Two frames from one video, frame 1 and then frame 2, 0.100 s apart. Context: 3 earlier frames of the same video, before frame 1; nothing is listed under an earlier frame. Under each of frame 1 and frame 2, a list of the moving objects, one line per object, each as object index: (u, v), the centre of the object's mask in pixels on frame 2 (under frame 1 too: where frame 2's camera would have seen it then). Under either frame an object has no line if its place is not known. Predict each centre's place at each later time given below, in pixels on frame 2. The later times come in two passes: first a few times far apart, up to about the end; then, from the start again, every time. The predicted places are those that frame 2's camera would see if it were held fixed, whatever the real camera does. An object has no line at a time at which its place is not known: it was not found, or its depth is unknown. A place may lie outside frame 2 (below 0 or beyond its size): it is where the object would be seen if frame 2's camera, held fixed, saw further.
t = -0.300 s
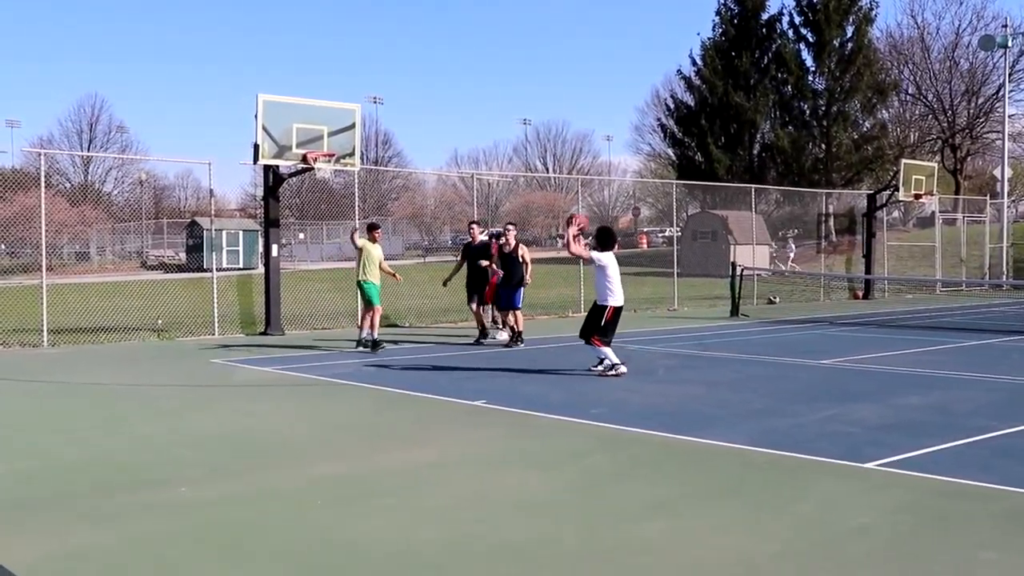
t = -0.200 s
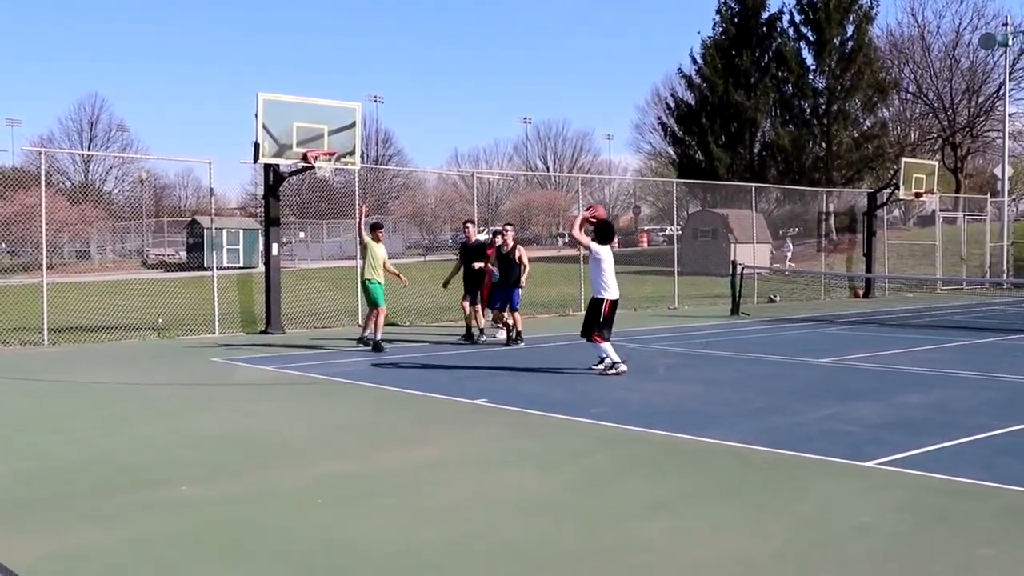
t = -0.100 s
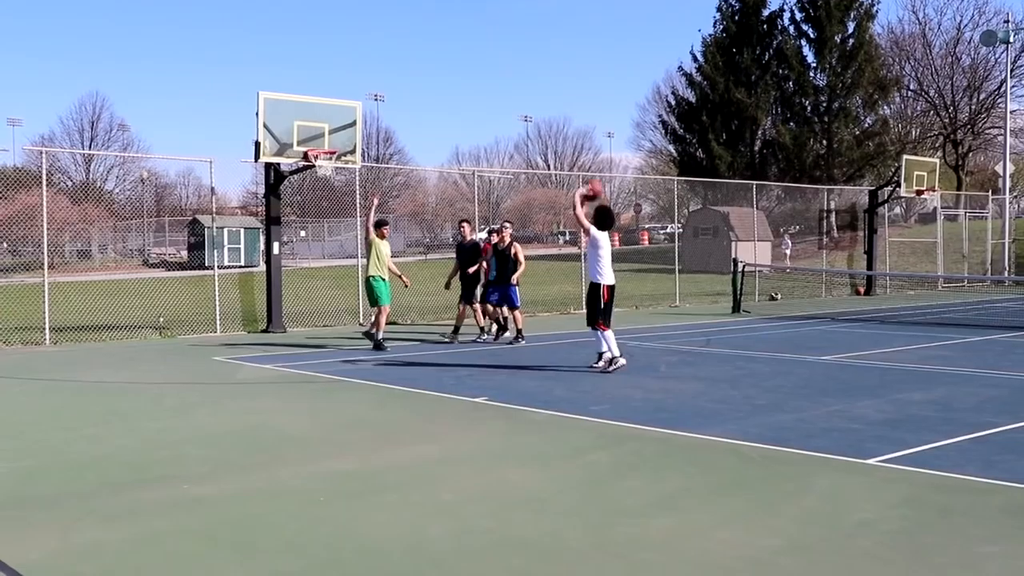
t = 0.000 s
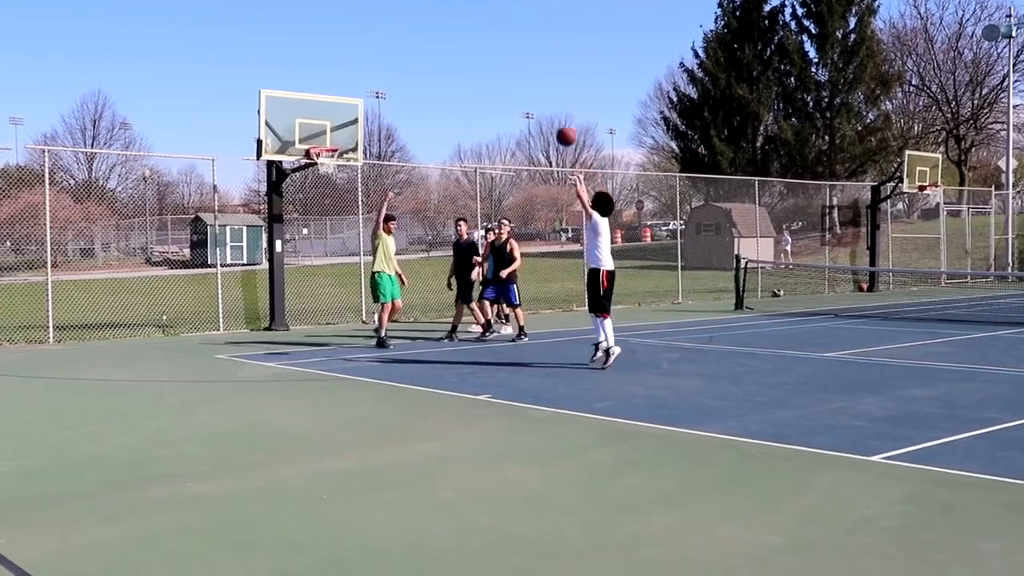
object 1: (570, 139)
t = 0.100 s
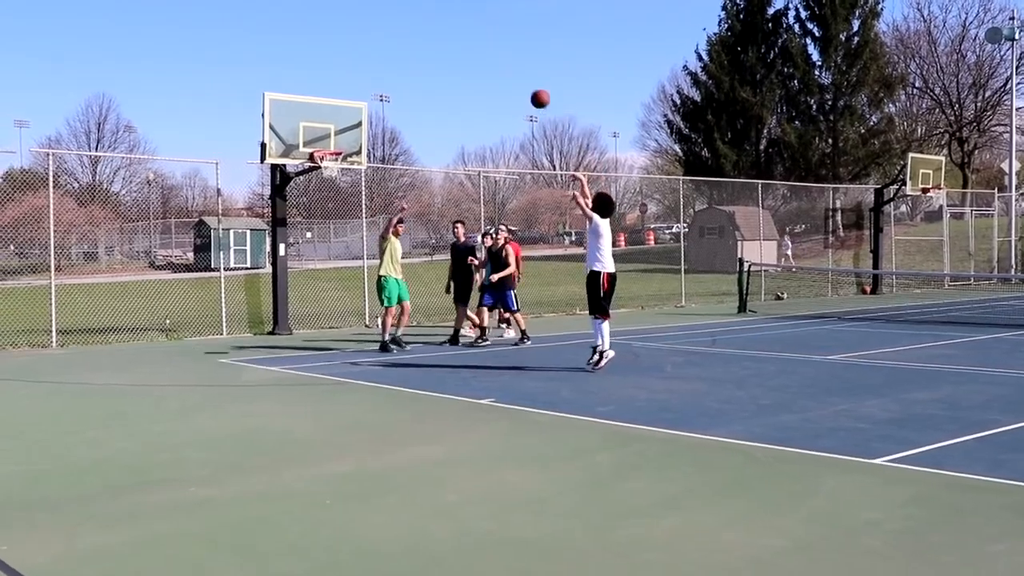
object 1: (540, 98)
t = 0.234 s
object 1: (504, 61)
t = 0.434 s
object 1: (453, 33)
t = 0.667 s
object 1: (405, 40)
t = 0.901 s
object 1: (361, 83)
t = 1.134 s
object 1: (325, 143)
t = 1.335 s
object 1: (330, 84)
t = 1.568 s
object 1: (335, 43)
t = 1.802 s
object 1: (341, 37)
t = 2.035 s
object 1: (349, 64)
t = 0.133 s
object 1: (530, 87)
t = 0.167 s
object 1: (521, 77)
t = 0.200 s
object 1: (512, 69)
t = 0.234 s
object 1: (504, 61)
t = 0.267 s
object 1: (496, 54)
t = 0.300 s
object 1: (488, 48)
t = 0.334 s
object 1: (477, 43)
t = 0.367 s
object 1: (469, 40)
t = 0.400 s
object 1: (461, 36)
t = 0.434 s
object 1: (453, 33)
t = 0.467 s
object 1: (446, 32)
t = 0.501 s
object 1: (438, 32)
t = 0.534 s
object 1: (431, 32)
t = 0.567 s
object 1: (426, 32)
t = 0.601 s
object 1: (420, 35)
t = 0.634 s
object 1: (413, 37)
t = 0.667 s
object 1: (405, 40)
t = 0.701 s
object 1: (398, 45)
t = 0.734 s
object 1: (392, 50)
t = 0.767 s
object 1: (386, 55)
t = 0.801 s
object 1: (380, 61)
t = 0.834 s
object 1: (373, 68)
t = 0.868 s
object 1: (367, 75)
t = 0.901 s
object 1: (361, 83)
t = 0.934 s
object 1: (355, 92)
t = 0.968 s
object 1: (349, 100)
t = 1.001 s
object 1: (343, 110)
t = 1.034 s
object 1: (338, 120)
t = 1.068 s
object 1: (333, 130)
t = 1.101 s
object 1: (327, 141)
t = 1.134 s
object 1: (325, 143)
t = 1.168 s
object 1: (326, 132)
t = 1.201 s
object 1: (326, 121)
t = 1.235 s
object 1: (327, 111)
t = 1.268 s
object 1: (328, 102)
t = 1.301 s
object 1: (329, 93)
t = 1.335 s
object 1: (330, 84)
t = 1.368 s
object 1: (331, 76)
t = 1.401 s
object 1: (331, 69)
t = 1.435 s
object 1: (332, 63)
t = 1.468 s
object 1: (333, 57)
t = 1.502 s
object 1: (333, 52)
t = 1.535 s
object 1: (334, 47)
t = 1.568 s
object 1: (335, 43)
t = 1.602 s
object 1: (336, 40)
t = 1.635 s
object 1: (337, 37)
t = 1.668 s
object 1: (338, 36)
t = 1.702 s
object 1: (339, 34)
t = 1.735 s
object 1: (339, 34)
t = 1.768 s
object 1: (340, 34)
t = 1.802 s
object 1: (341, 37)
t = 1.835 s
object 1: (342, 38)
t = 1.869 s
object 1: (343, 40)
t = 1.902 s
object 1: (344, 43)
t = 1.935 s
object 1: (346, 47)
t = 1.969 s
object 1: (347, 52)
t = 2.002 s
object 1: (348, 58)
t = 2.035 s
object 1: (349, 64)
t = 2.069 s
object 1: (350, 71)
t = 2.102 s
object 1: (351, 79)
